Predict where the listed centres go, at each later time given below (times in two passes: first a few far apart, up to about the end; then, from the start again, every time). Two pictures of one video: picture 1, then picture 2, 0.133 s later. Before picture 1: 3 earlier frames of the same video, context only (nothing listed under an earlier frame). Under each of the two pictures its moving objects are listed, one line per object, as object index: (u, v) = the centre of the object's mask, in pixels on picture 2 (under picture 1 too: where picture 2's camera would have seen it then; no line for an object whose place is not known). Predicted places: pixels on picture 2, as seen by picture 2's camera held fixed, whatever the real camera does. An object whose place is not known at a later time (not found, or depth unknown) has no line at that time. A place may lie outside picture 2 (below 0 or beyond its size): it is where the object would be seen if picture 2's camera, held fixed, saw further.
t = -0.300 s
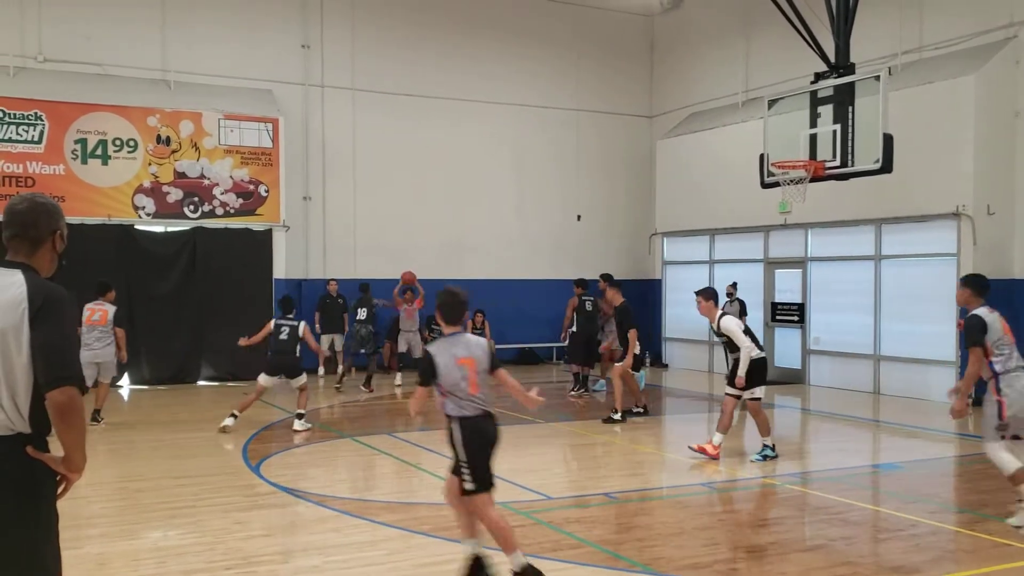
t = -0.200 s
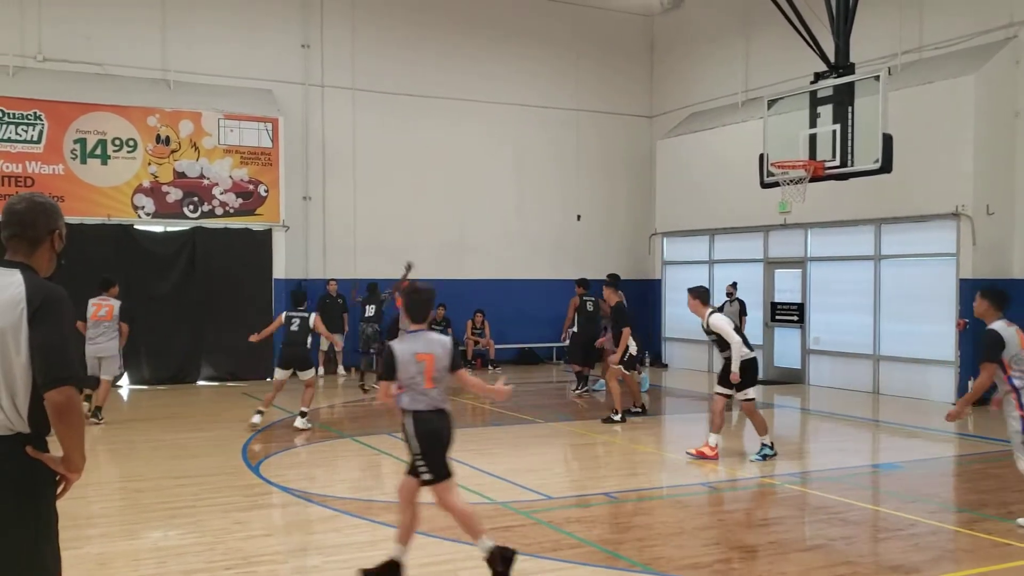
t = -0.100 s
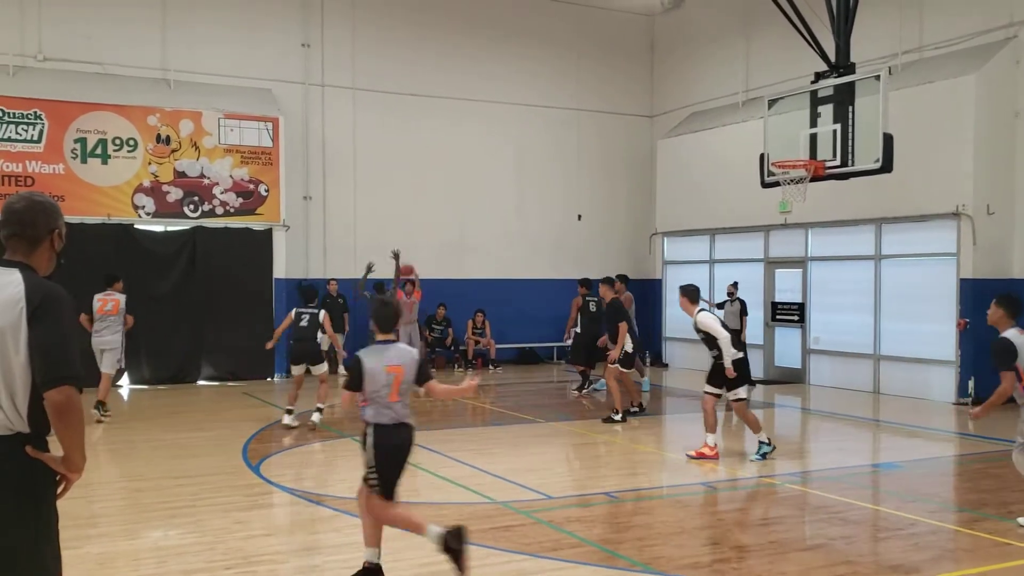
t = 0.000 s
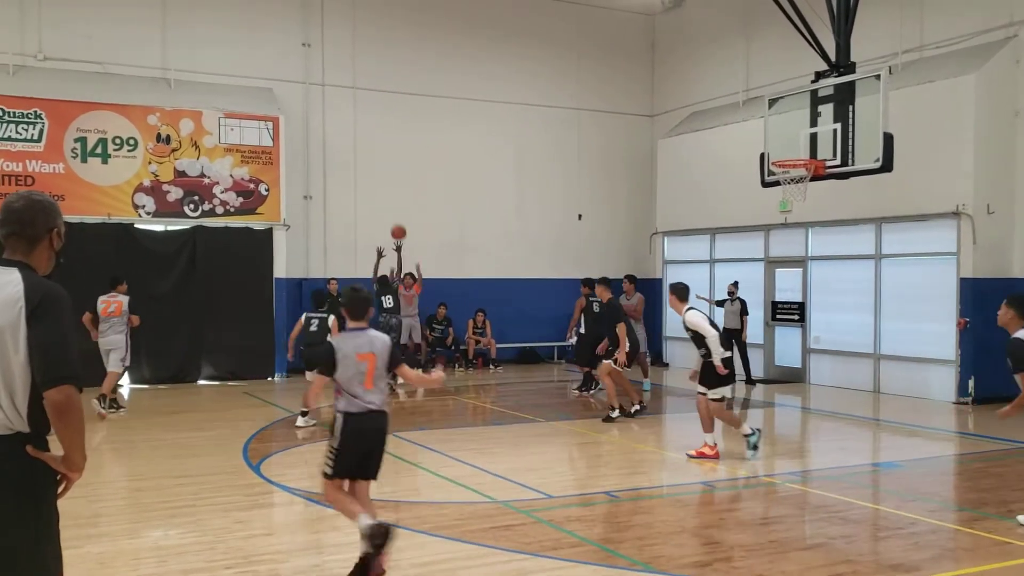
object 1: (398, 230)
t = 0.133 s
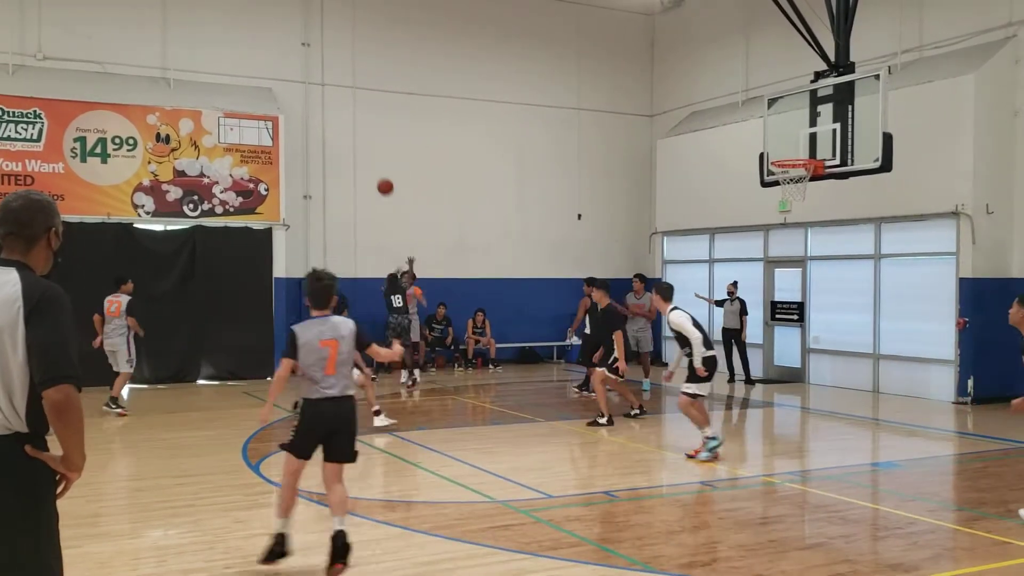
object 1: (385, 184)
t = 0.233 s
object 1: (374, 153)
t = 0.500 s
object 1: (336, 89)
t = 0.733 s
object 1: (293, 79)
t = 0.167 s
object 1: (382, 173)
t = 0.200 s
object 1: (378, 163)
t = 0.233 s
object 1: (374, 153)
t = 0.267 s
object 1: (370, 143)
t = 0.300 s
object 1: (366, 134)
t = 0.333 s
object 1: (362, 125)
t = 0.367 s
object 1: (357, 116)
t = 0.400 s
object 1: (352, 108)
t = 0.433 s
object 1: (346, 101)
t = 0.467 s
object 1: (341, 95)
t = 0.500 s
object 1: (336, 89)
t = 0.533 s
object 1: (330, 84)
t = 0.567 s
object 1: (325, 80)
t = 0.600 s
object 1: (319, 78)
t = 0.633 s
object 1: (313, 76)
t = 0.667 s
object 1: (306, 75)
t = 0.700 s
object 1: (300, 75)
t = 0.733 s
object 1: (293, 79)
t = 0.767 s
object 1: (285, 83)
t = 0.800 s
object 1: (277, 85)
